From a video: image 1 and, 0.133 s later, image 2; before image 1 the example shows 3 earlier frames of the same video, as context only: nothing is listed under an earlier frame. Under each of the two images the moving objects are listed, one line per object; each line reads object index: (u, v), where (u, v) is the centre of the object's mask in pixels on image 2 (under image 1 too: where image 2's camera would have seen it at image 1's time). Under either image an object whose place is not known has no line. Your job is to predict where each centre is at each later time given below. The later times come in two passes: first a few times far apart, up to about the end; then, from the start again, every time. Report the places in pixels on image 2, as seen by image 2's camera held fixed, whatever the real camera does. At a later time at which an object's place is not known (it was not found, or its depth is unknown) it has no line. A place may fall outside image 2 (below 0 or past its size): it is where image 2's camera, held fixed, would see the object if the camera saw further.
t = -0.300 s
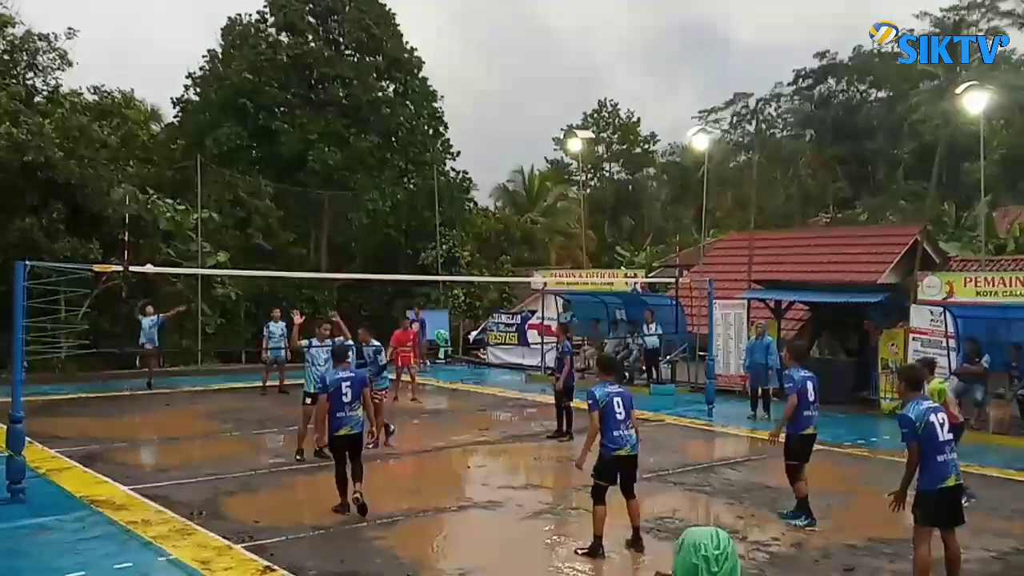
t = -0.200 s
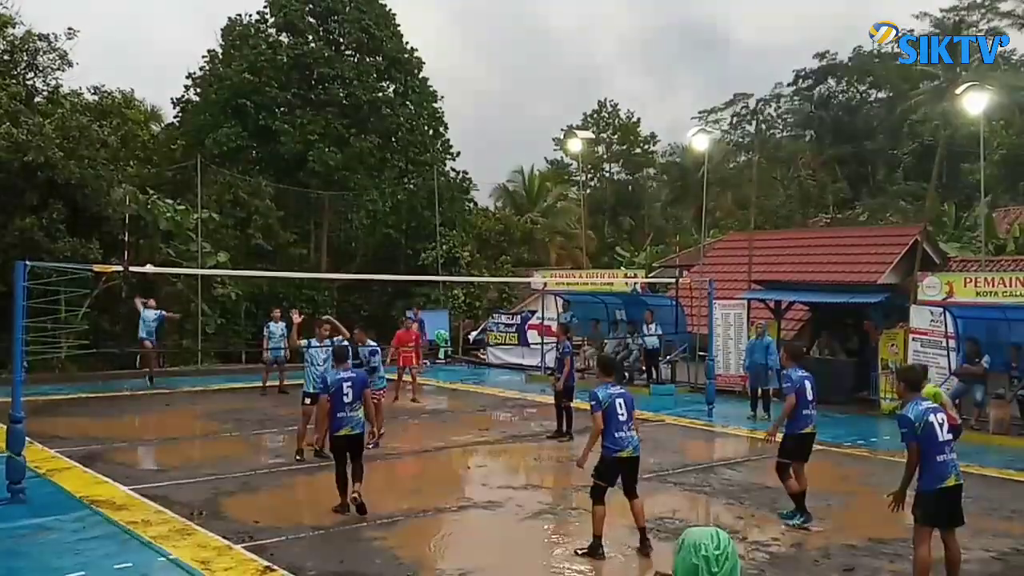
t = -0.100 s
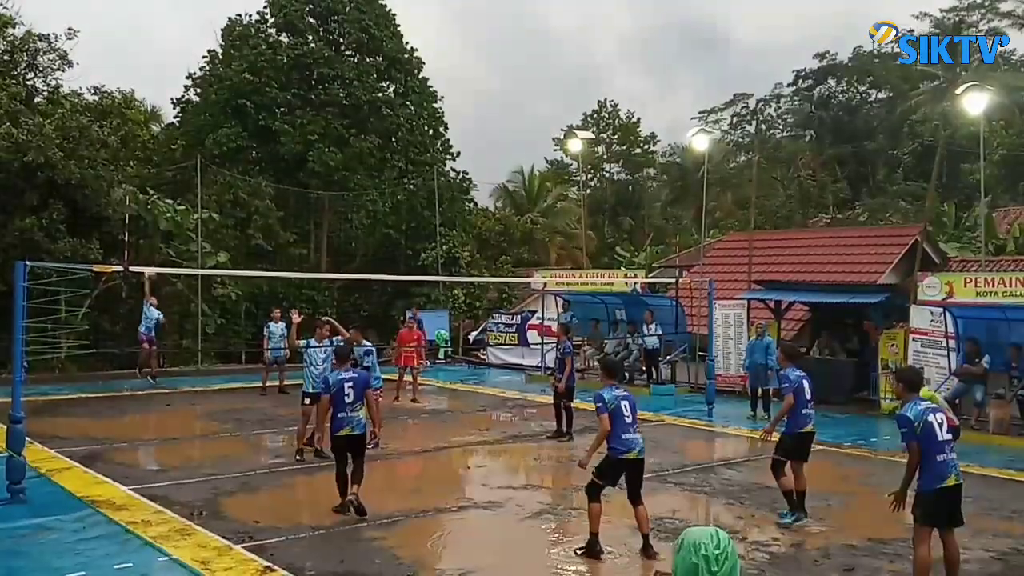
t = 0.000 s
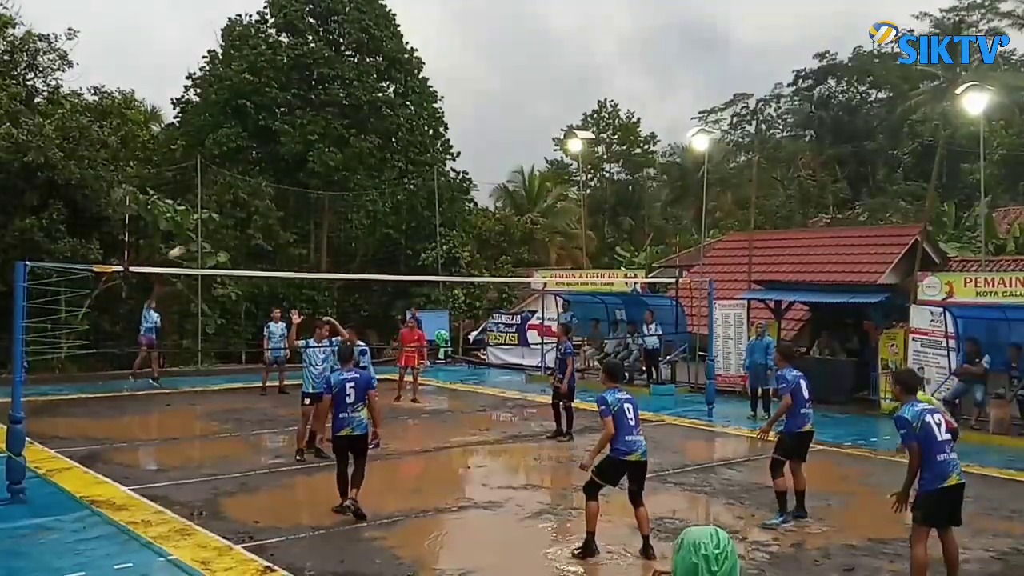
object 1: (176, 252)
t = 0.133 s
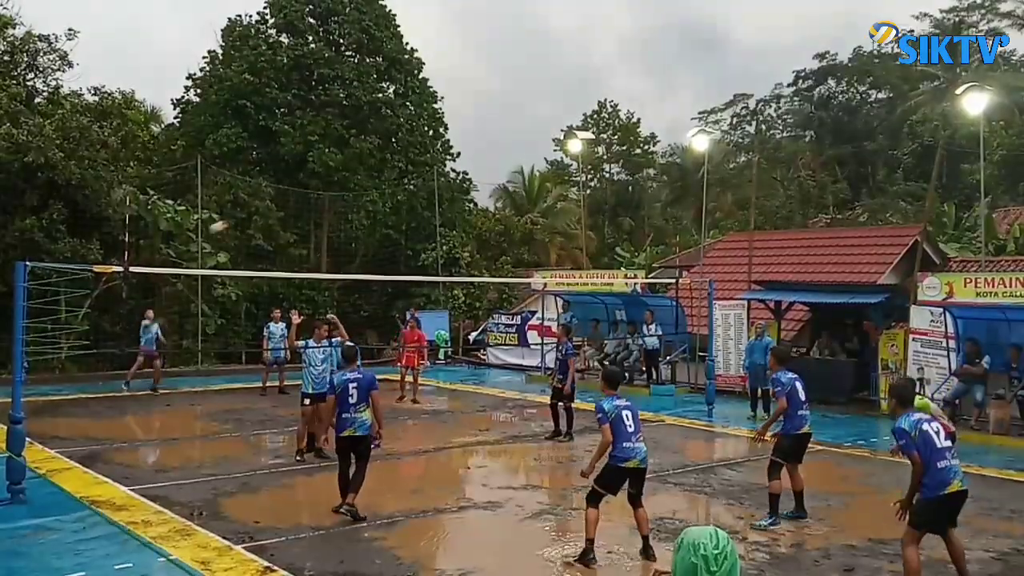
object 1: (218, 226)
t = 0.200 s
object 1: (240, 217)
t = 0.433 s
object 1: (338, 197)
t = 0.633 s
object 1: (438, 211)
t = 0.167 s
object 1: (229, 221)
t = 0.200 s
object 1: (240, 217)
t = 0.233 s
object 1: (253, 212)
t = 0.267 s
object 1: (266, 208)
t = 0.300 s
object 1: (279, 205)
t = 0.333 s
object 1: (293, 202)
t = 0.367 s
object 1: (307, 199)
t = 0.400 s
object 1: (322, 198)
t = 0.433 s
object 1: (338, 197)
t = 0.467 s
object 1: (353, 198)
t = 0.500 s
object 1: (370, 199)
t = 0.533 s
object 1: (386, 200)
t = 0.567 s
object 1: (404, 203)
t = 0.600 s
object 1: (421, 207)
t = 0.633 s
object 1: (438, 211)
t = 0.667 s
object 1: (456, 215)
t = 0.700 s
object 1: (475, 222)
